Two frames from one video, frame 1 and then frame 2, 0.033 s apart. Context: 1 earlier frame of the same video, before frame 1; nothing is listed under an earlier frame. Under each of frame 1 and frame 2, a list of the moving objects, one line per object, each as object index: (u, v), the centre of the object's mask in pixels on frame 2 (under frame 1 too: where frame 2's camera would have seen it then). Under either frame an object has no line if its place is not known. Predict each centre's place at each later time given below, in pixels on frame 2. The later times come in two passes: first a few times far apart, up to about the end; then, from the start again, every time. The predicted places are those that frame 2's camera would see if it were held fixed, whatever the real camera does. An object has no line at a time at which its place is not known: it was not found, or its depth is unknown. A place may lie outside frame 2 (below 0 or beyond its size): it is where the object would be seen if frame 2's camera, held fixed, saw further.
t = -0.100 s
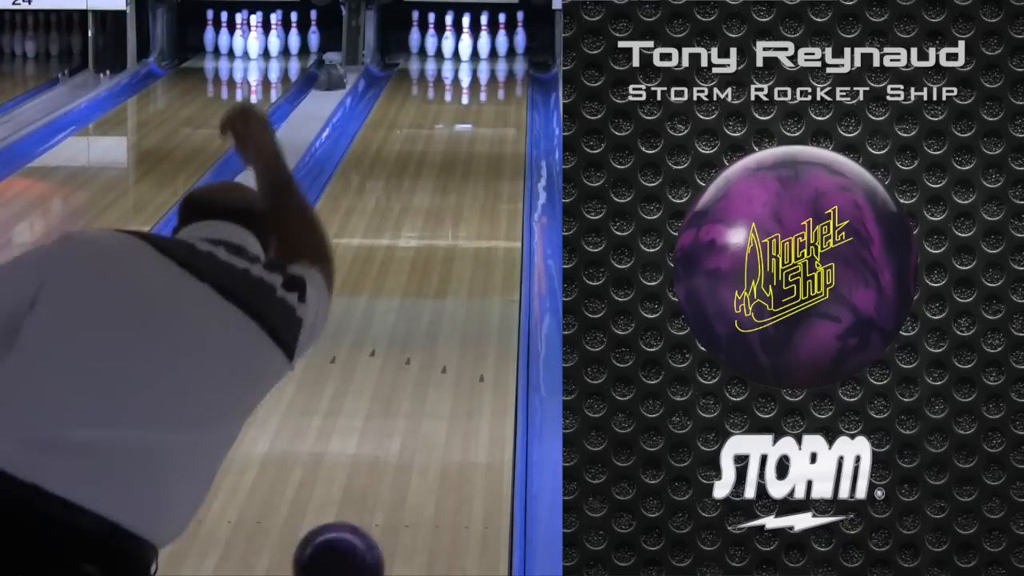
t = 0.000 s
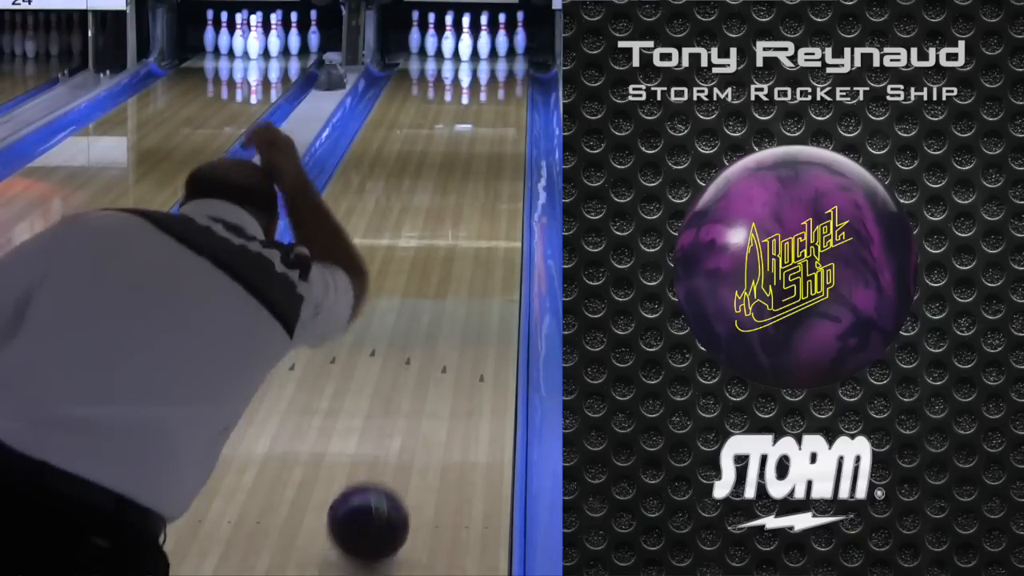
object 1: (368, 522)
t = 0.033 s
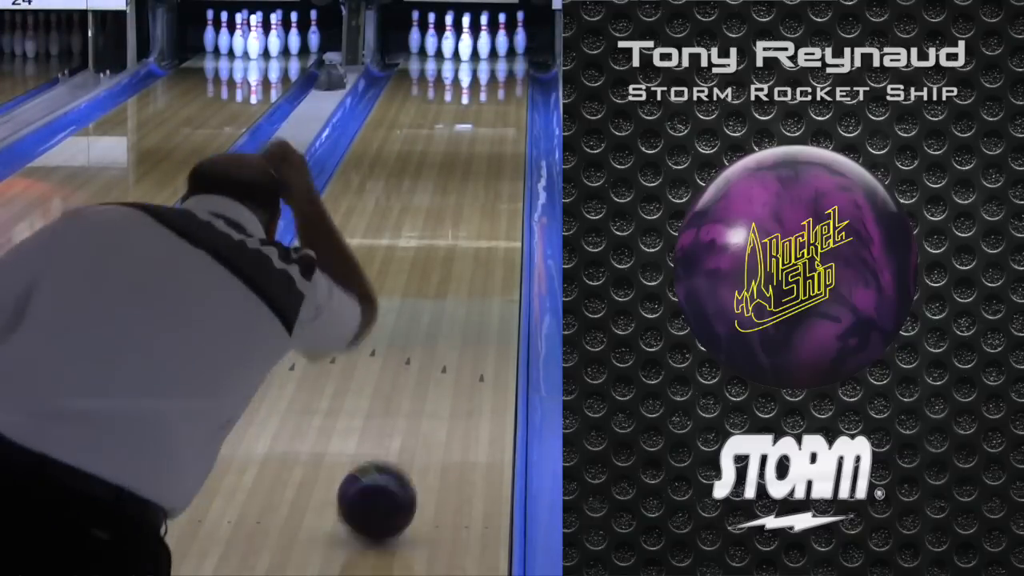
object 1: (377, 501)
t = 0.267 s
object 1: (423, 380)
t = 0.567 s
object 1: (461, 274)
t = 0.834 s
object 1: (483, 210)
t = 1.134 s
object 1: (498, 157)
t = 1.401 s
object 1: (504, 121)
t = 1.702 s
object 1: (504, 91)
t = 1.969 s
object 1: (494, 71)
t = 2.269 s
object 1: (476, 54)
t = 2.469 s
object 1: (468, 46)
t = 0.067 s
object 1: (385, 483)
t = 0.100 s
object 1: (392, 463)
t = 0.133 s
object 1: (399, 445)
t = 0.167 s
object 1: (406, 427)
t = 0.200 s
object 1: (412, 410)
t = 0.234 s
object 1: (418, 394)
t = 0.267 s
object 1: (423, 380)
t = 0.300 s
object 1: (429, 365)
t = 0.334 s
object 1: (433, 352)
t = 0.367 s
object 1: (438, 339)
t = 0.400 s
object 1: (442, 327)
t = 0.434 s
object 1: (447, 315)
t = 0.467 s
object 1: (451, 304)
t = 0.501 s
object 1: (455, 293)
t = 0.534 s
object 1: (458, 283)
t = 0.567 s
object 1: (461, 274)
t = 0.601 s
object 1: (465, 265)
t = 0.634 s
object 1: (468, 256)
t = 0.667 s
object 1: (470, 247)
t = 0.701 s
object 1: (473, 239)
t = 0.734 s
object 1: (476, 232)
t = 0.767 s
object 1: (478, 224)
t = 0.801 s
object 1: (481, 217)
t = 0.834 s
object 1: (483, 210)
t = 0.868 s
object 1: (485, 203)
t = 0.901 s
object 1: (487, 196)
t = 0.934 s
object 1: (489, 191)
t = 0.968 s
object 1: (491, 184)
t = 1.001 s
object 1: (492, 178)
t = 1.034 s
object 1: (494, 173)
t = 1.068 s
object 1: (495, 167)
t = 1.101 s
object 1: (496, 162)
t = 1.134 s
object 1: (498, 157)
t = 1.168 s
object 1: (499, 152)
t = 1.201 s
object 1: (500, 147)
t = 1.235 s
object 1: (500, 142)
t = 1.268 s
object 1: (501, 138)
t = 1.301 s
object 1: (502, 134)
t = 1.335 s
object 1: (502, 129)
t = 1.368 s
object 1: (503, 125)
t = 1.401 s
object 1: (504, 121)
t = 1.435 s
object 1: (504, 117)
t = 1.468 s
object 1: (504, 114)
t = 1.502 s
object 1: (505, 110)
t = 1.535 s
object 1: (505, 106)
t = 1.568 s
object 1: (505, 104)
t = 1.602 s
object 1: (505, 100)
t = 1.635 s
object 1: (505, 97)
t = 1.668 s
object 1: (504, 93)
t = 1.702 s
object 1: (504, 91)
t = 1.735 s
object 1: (503, 88)
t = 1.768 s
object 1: (502, 86)
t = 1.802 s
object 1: (501, 83)
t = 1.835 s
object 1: (500, 81)
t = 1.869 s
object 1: (500, 79)
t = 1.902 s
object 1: (498, 76)
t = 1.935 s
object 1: (496, 74)
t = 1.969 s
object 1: (494, 71)
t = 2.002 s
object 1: (493, 70)
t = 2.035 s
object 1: (489, 67)
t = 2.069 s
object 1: (487, 65)
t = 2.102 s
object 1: (486, 63)
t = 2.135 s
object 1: (484, 61)
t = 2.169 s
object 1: (482, 59)
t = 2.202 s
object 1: (480, 57)
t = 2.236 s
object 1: (477, 56)
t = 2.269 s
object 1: (476, 54)
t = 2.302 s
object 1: (474, 52)
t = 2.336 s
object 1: (472, 51)
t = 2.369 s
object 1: (470, 50)
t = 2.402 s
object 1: (470, 48)
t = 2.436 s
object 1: (469, 47)
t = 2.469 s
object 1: (468, 46)
